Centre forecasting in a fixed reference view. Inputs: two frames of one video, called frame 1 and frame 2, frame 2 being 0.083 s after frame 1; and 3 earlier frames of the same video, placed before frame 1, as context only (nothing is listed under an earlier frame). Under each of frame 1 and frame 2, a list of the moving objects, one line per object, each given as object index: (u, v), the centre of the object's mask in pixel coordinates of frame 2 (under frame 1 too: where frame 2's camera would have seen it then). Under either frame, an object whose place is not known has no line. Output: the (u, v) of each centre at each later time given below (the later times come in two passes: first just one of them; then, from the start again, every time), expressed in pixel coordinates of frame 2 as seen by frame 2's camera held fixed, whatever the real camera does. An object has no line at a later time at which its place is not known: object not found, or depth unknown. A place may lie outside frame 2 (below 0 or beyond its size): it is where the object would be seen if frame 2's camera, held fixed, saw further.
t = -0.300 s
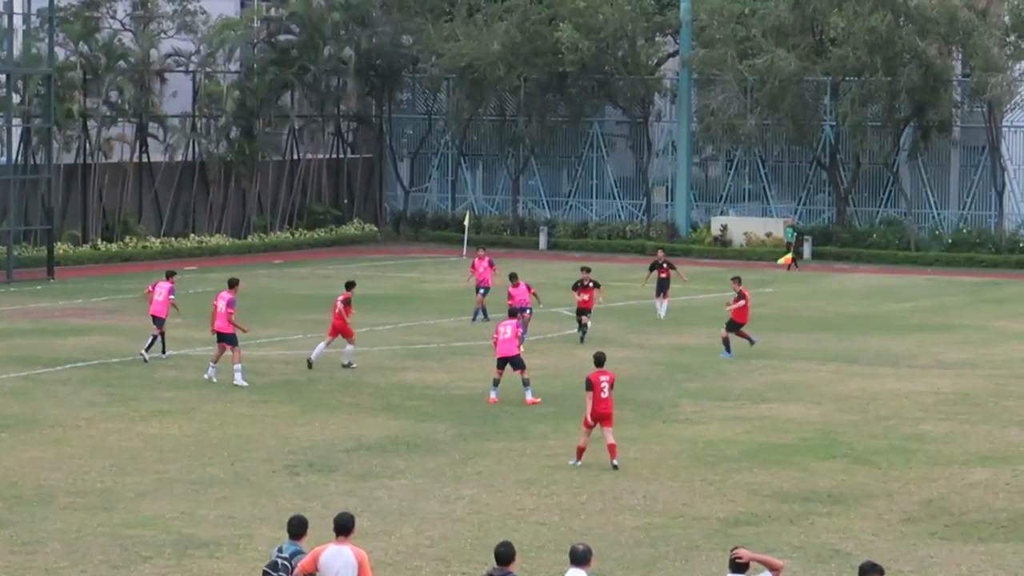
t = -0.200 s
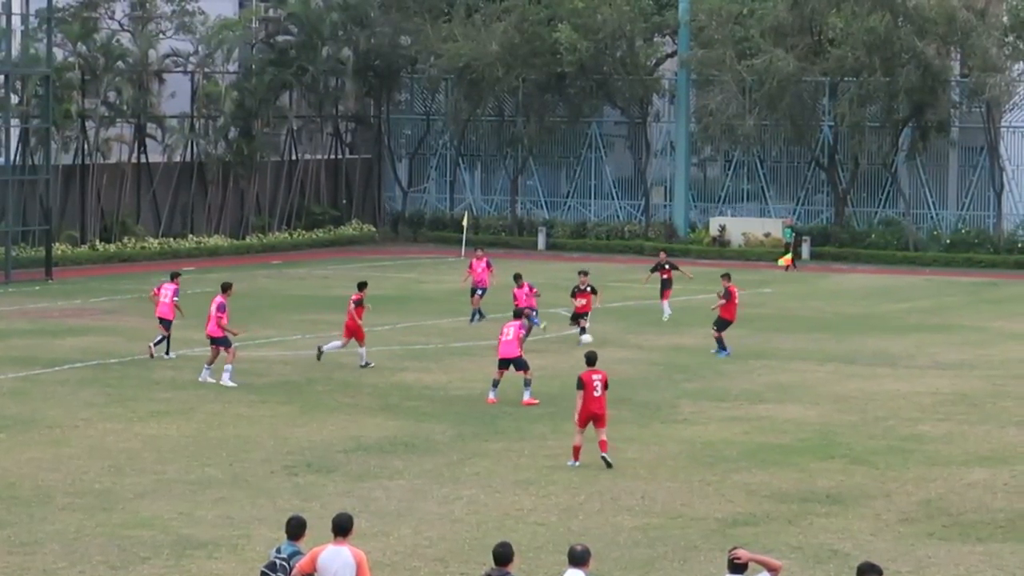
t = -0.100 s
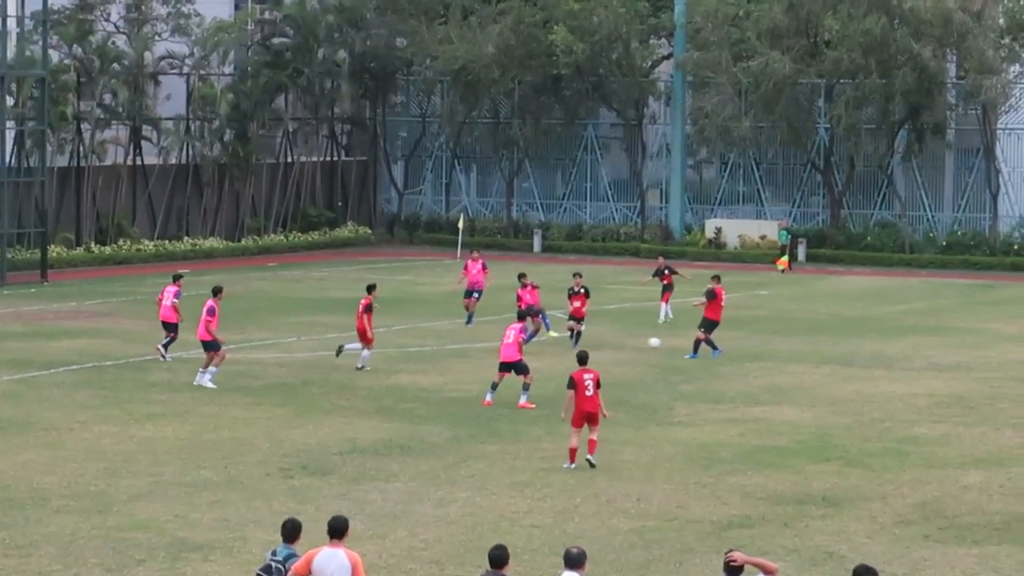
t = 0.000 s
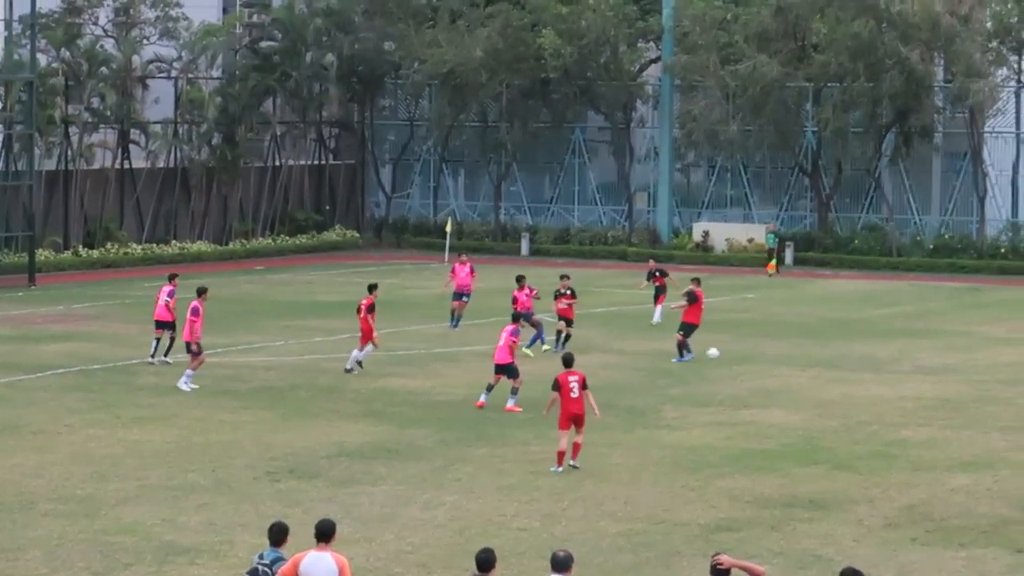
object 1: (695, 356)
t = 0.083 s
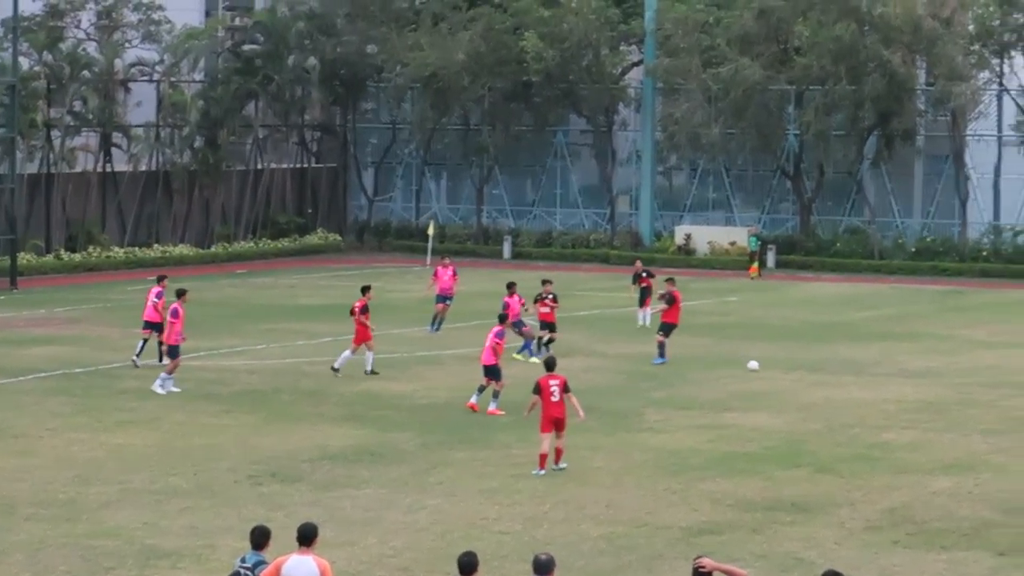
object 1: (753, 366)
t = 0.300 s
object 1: (869, 353)
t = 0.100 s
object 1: (762, 365)
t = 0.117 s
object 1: (771, 363)
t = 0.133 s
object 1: (780, 361)
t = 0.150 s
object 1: (789, 359)
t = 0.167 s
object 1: (798, 358)
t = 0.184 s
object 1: (807, 357)
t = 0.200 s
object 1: (816, 356)
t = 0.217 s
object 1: (825, 355)
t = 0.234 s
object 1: (834, 355)
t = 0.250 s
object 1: (843, 354)
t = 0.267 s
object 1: (851, 353)
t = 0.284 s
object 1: (860, 353)
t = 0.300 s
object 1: (869, 353)
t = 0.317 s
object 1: (878, 353)
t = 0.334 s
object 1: (887, 354)
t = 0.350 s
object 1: (895, 354)
